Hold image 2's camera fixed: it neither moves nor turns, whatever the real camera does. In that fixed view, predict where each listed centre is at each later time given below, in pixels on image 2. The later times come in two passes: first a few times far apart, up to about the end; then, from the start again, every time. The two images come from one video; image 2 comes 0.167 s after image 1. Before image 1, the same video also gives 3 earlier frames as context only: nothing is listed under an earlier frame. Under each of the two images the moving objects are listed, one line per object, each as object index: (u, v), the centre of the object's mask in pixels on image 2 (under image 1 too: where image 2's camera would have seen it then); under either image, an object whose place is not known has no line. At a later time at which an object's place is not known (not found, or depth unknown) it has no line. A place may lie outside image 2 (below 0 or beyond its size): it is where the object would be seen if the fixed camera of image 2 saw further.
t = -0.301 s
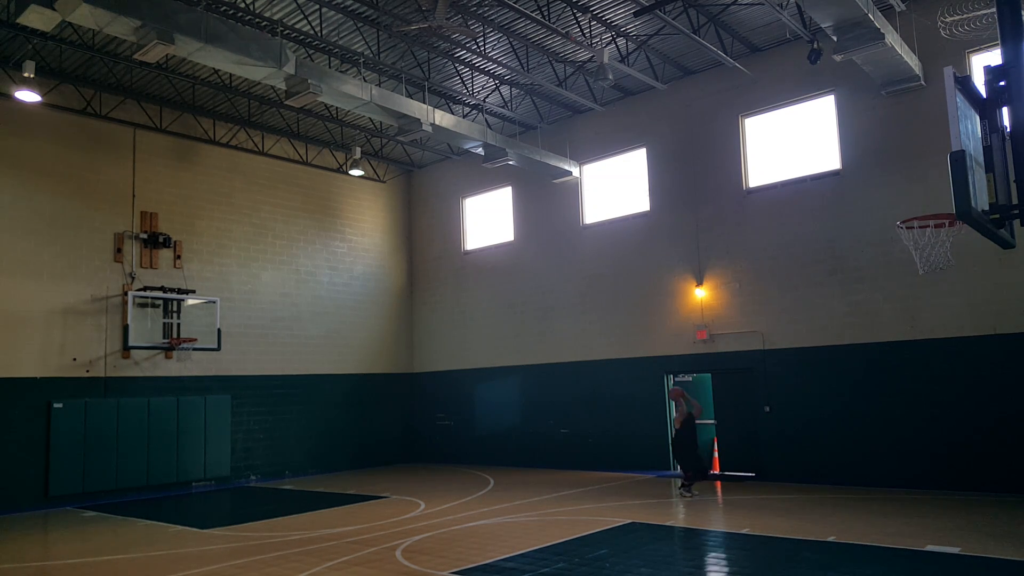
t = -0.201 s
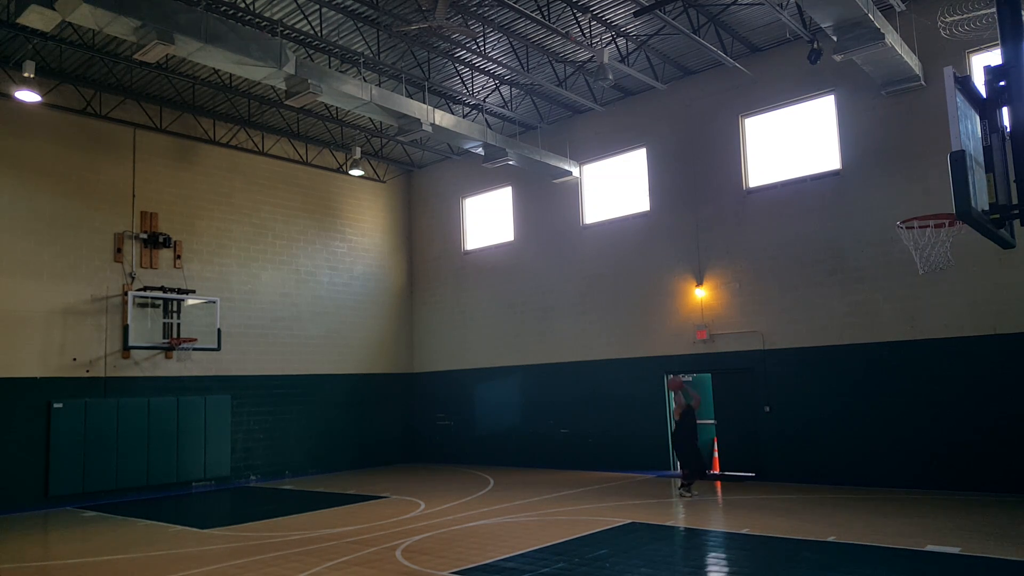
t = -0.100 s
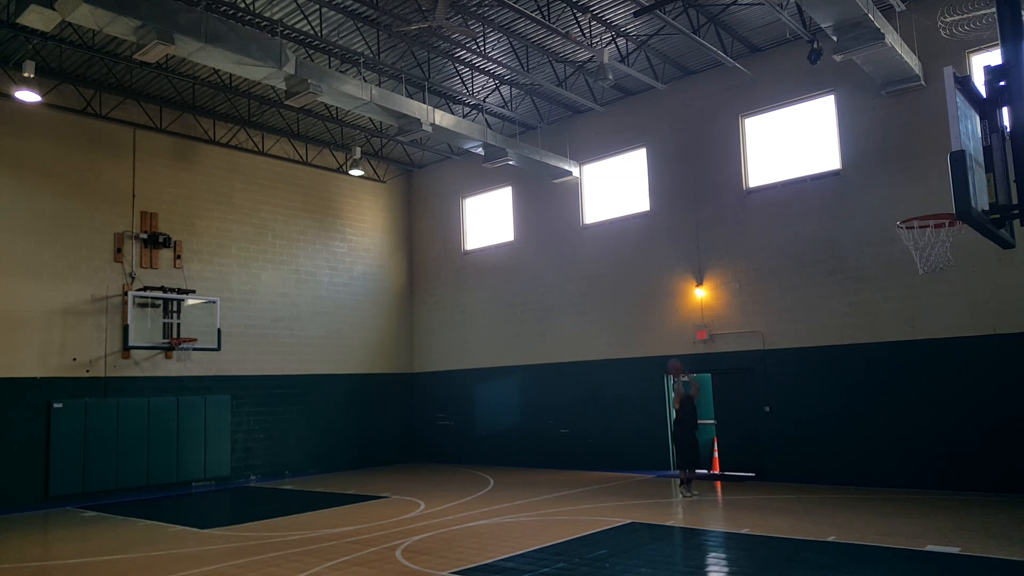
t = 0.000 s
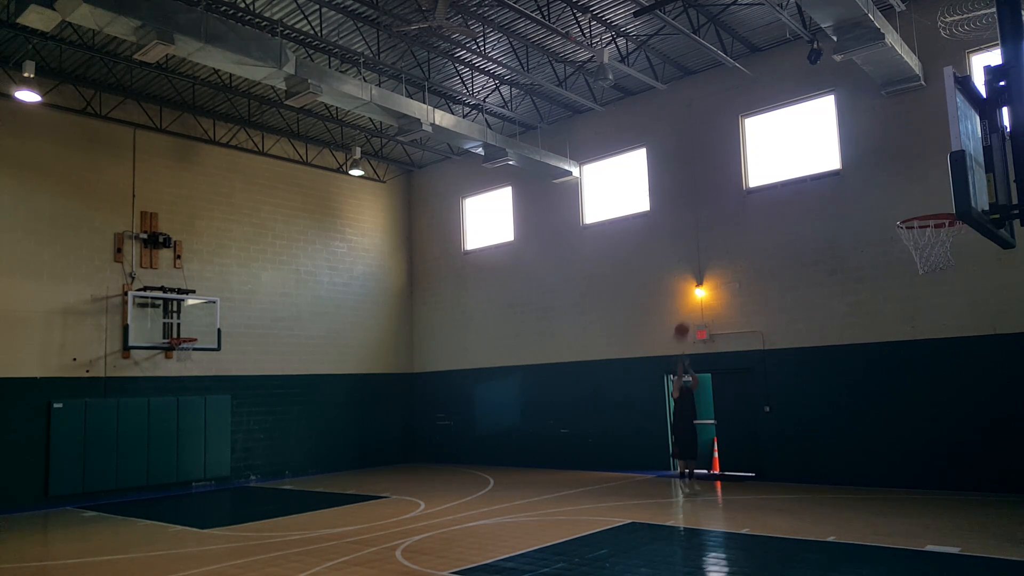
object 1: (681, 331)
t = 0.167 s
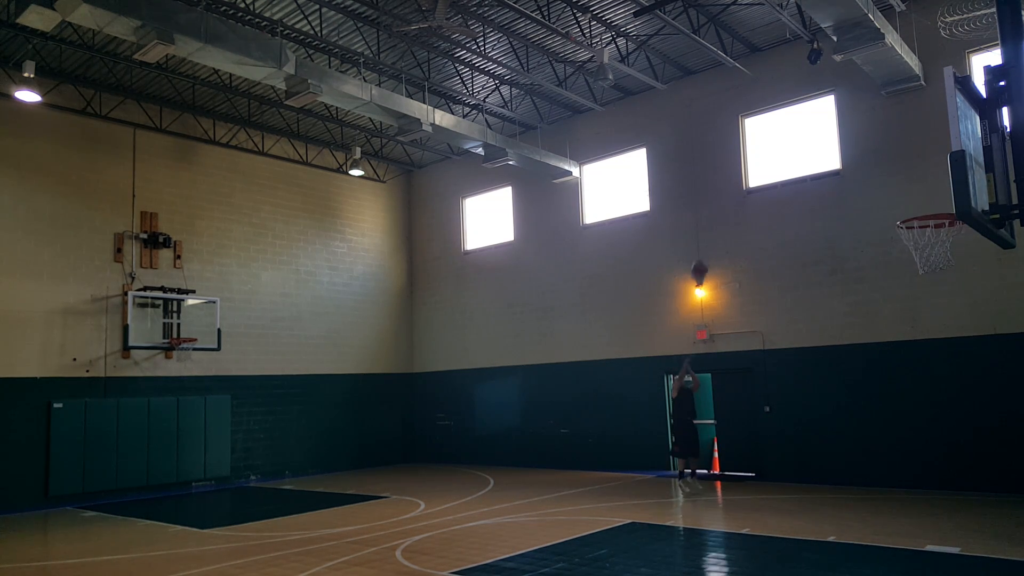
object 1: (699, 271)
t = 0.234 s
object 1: (707, 248)
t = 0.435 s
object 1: (737, 192)
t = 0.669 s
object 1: (785, 150)
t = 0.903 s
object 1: (848, 148)
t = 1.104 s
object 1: (920, 191)
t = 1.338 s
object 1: (909, 250)
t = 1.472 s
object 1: (921, 263)
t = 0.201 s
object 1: (703, 259)
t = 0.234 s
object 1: (707, 248)
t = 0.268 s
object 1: (712, 237)
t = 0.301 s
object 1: (717, 228)
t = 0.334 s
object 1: (722, 218)
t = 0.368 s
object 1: (727, 209)
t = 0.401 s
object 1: (732, 200)
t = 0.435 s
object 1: (737, 192)
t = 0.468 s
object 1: (744, 185)
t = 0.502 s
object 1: (750, 176)
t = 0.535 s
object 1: (757, 170)
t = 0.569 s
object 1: (764, 164)
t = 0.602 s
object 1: (770, 158)
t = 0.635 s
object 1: (777, 154)
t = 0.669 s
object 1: (785, 150)
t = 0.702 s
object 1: (792, 147)
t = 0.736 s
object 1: (800, 145)
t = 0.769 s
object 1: (809, 144)
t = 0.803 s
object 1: (818, 143)
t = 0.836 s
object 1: (827, 144)
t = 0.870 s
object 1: (838, 146)
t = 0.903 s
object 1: (848, 148)
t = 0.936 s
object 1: (858, 152)
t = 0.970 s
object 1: (869, 157)
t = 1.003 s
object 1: (880, 163)
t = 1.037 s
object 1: (893, 171)
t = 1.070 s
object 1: (906, 180)
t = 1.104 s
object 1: (920, 191)
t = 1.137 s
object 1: (932, 201)
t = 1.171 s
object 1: (941, 216)
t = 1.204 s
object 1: (918, 234)
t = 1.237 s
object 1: (909, 242)
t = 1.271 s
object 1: (908, 246)
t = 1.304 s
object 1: (908, 248)
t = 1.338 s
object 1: (909, 250)
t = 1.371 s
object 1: (913, 252)
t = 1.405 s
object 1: (915, 254)
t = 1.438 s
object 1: (918, 258)
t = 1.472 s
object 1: (921, 263)
